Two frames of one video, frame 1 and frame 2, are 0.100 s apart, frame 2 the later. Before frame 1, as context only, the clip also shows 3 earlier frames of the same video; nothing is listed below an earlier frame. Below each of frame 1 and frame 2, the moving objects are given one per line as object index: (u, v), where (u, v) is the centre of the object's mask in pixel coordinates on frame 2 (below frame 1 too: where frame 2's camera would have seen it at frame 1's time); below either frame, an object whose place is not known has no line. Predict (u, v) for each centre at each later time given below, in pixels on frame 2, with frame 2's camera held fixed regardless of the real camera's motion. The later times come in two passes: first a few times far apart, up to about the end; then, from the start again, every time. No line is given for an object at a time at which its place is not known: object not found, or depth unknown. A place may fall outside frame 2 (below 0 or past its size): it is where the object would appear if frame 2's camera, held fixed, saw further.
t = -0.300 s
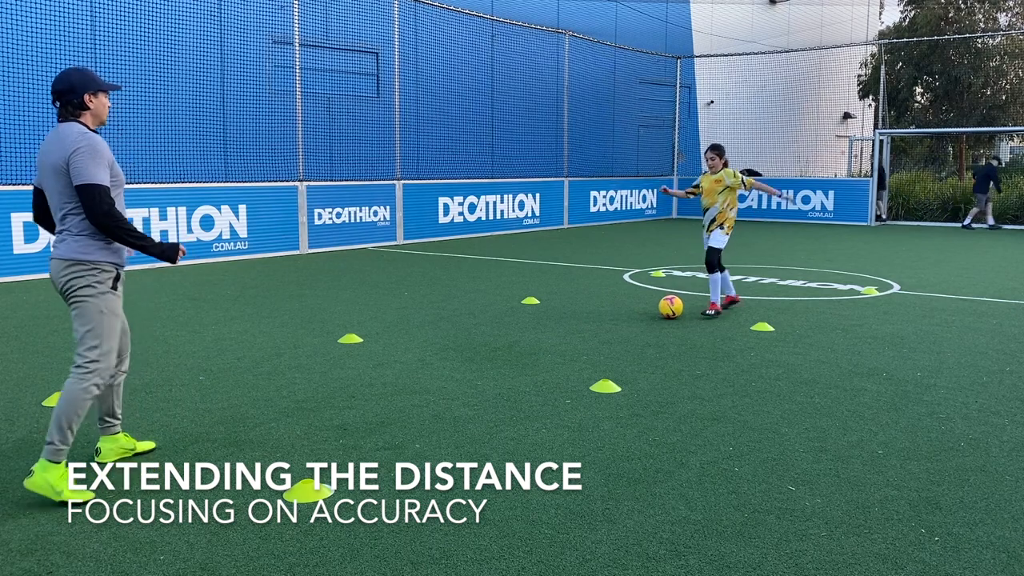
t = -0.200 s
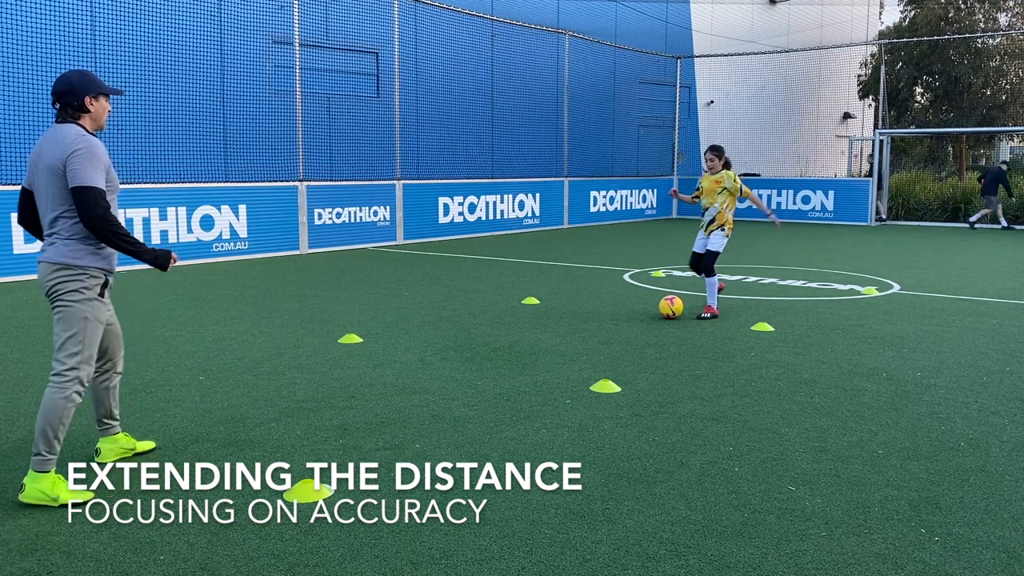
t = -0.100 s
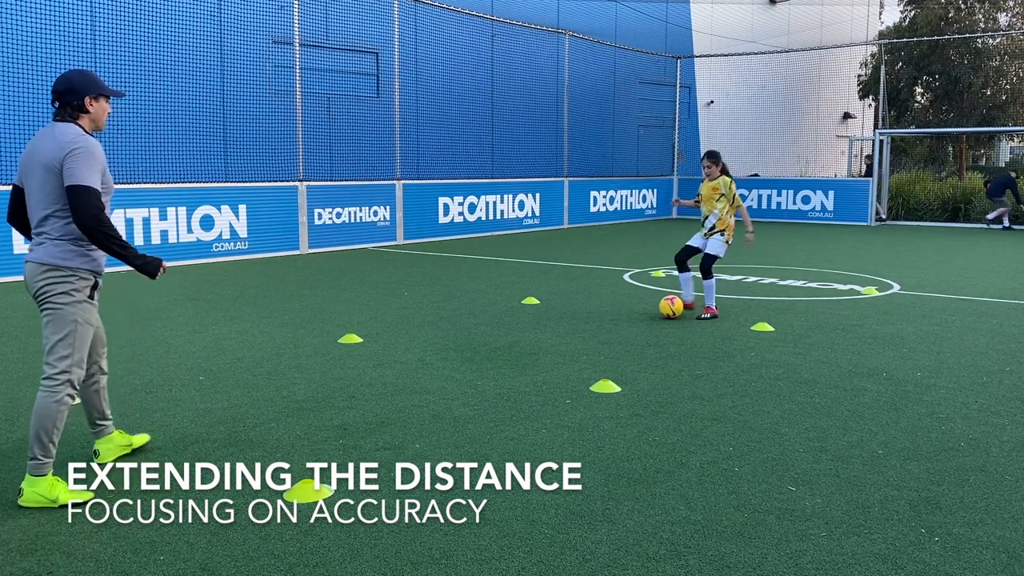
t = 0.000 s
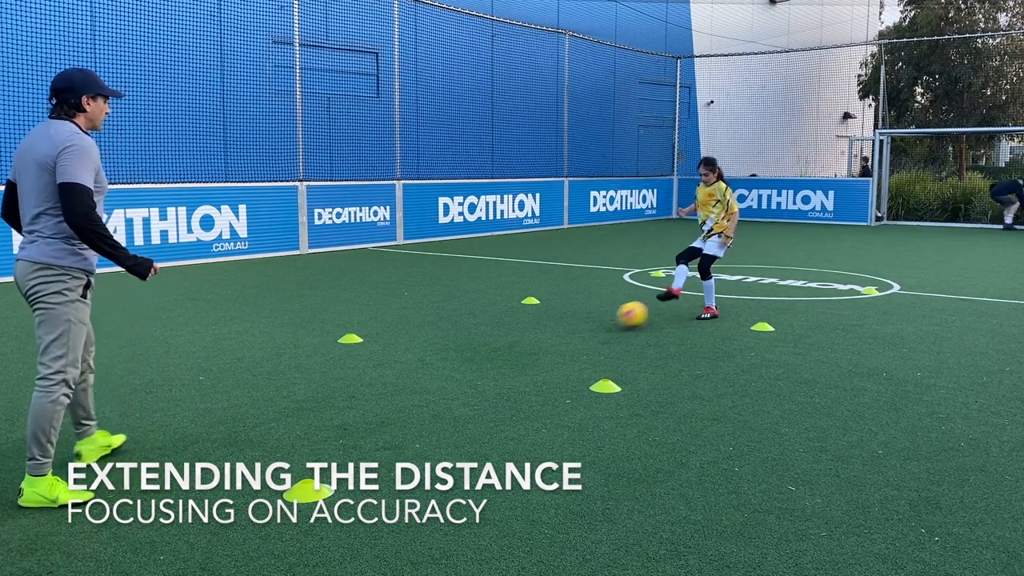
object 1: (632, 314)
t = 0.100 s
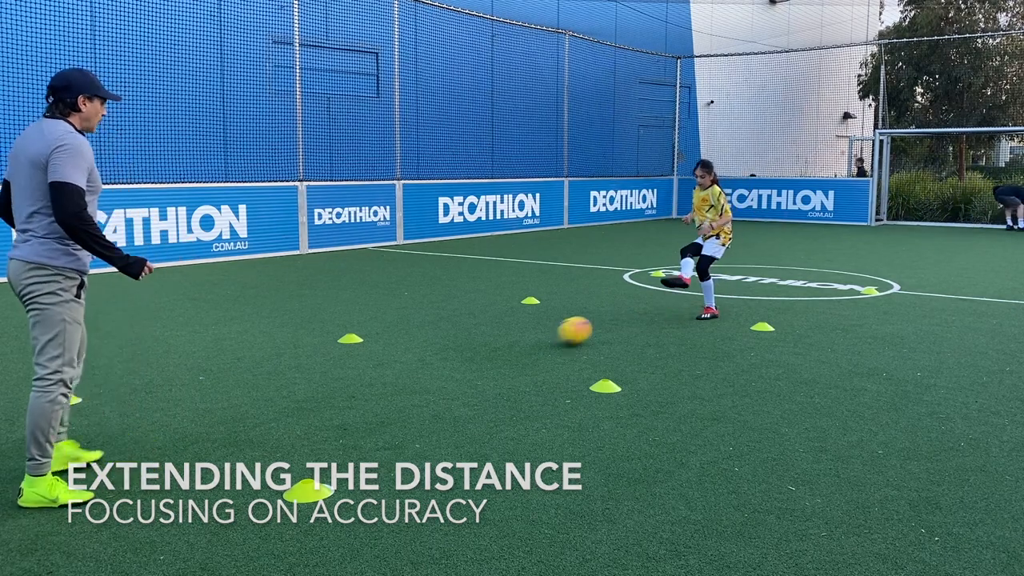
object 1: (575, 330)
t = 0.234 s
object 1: (484, 355)
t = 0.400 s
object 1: (340, 396)
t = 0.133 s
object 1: (554, 336)
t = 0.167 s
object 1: (531, 343)
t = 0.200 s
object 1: (509, 349)
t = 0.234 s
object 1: (484, 355)
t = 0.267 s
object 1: (459, 362)
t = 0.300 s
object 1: (432, 370)
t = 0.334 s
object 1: (403, 378)
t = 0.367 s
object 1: (373, 386)
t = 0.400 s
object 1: (340, 396)
